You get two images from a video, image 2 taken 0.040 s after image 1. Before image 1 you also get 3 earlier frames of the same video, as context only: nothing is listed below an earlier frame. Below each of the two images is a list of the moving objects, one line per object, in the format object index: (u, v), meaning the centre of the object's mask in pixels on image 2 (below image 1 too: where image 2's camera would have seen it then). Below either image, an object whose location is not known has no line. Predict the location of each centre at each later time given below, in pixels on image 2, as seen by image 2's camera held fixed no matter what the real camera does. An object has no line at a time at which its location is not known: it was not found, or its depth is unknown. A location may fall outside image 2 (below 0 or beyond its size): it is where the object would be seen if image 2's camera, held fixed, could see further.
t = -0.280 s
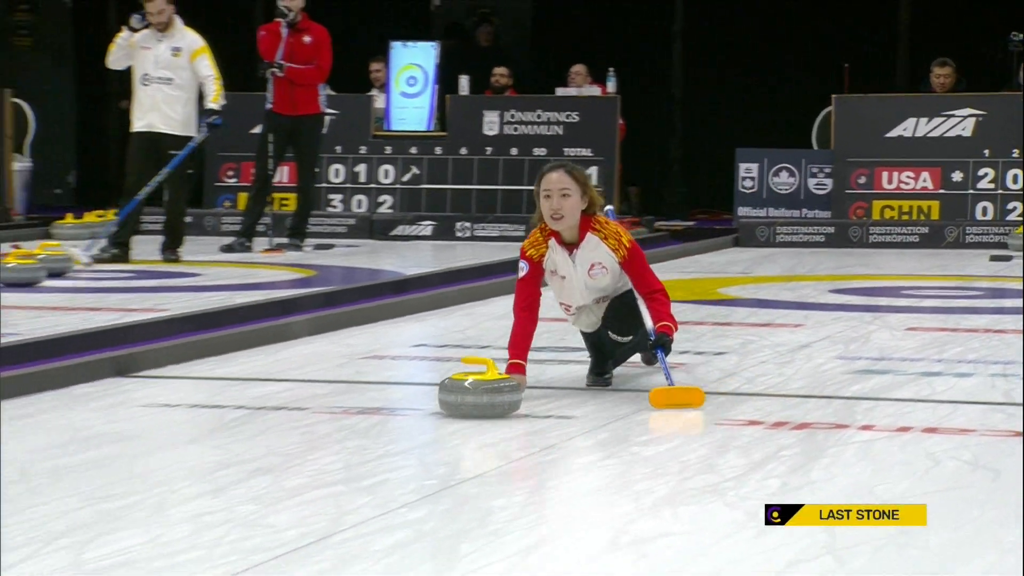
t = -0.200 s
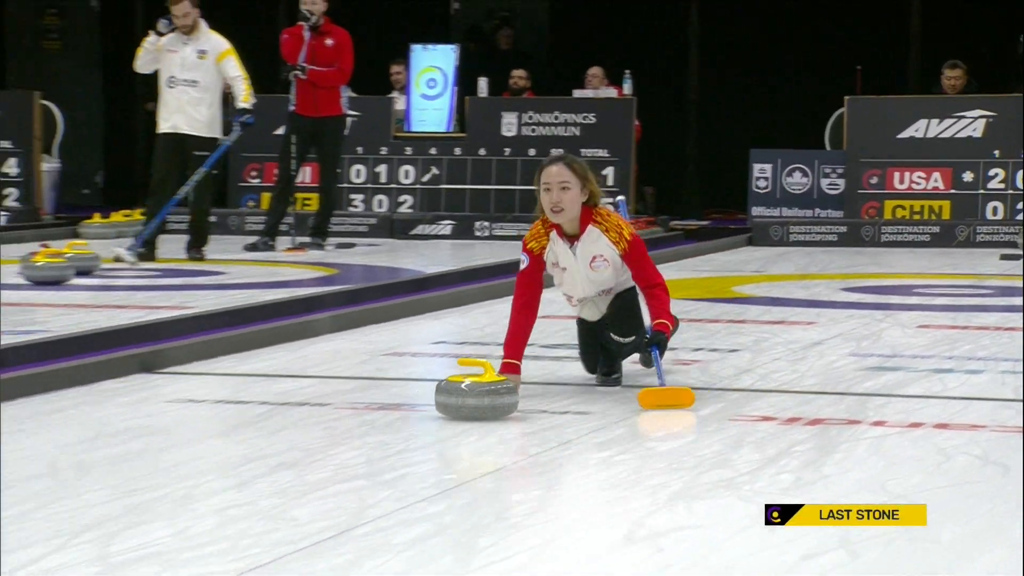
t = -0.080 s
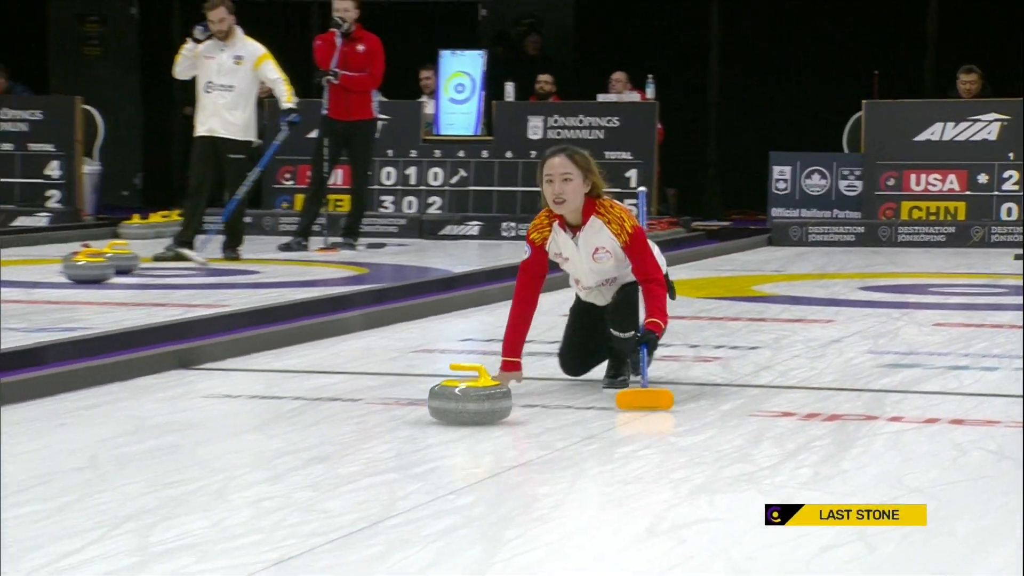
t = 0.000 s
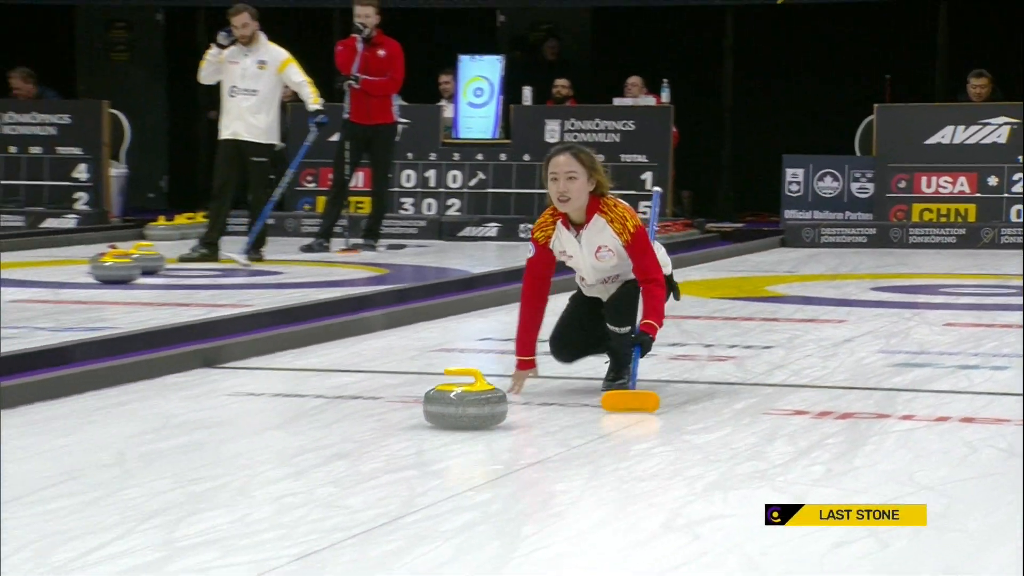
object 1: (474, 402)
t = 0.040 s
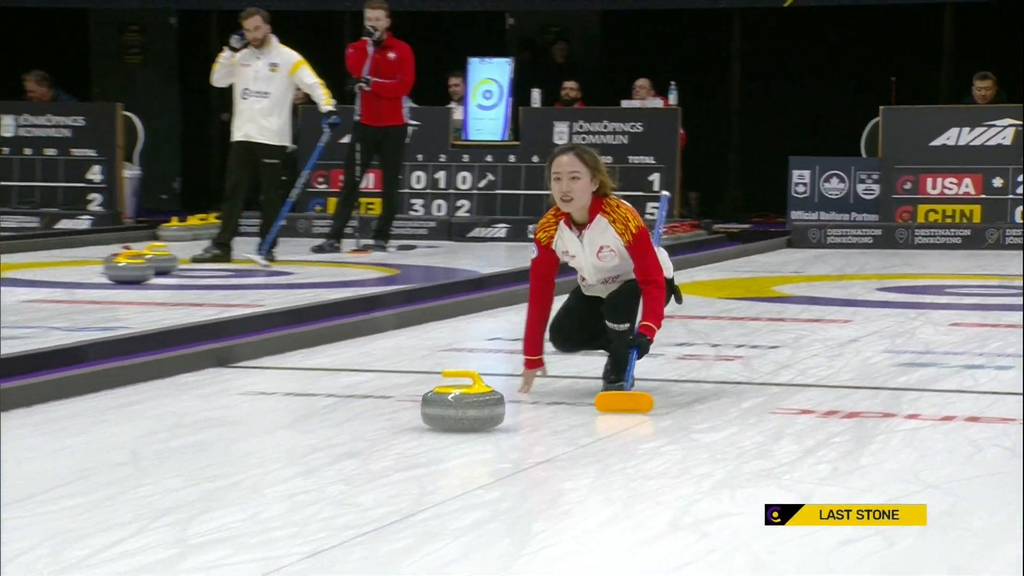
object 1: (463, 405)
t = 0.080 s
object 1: (451, 408)
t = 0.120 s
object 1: (439, 411)
